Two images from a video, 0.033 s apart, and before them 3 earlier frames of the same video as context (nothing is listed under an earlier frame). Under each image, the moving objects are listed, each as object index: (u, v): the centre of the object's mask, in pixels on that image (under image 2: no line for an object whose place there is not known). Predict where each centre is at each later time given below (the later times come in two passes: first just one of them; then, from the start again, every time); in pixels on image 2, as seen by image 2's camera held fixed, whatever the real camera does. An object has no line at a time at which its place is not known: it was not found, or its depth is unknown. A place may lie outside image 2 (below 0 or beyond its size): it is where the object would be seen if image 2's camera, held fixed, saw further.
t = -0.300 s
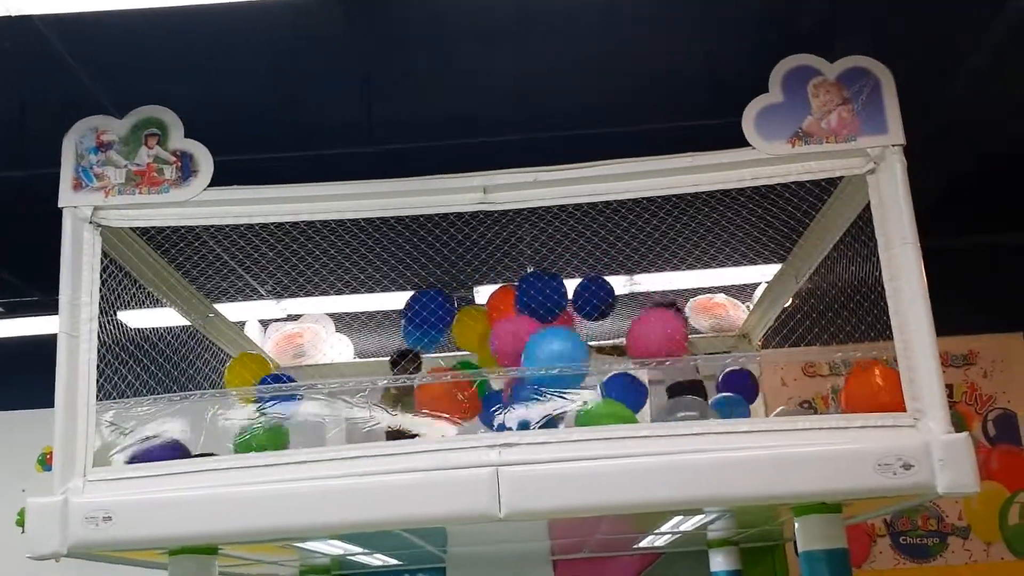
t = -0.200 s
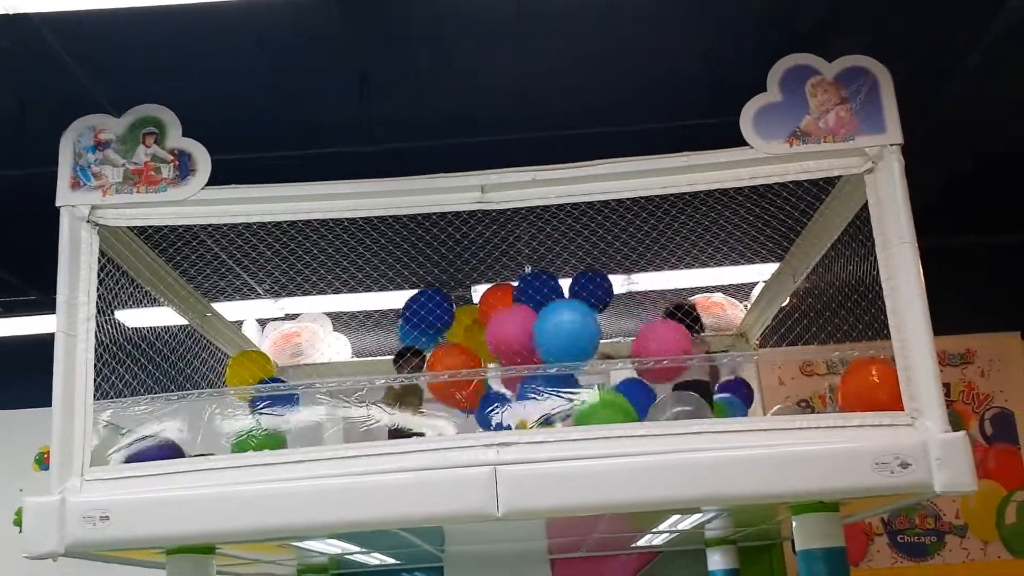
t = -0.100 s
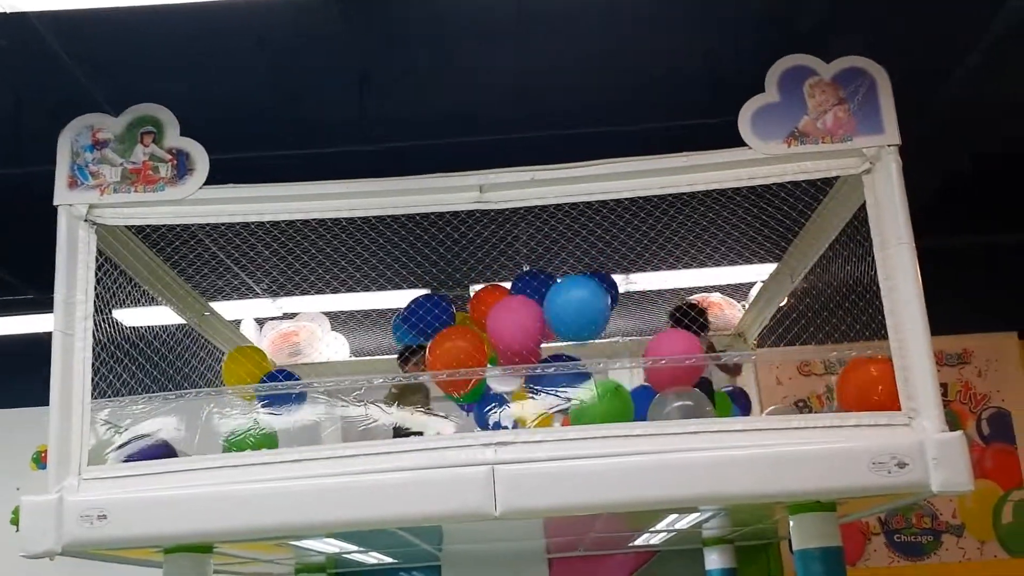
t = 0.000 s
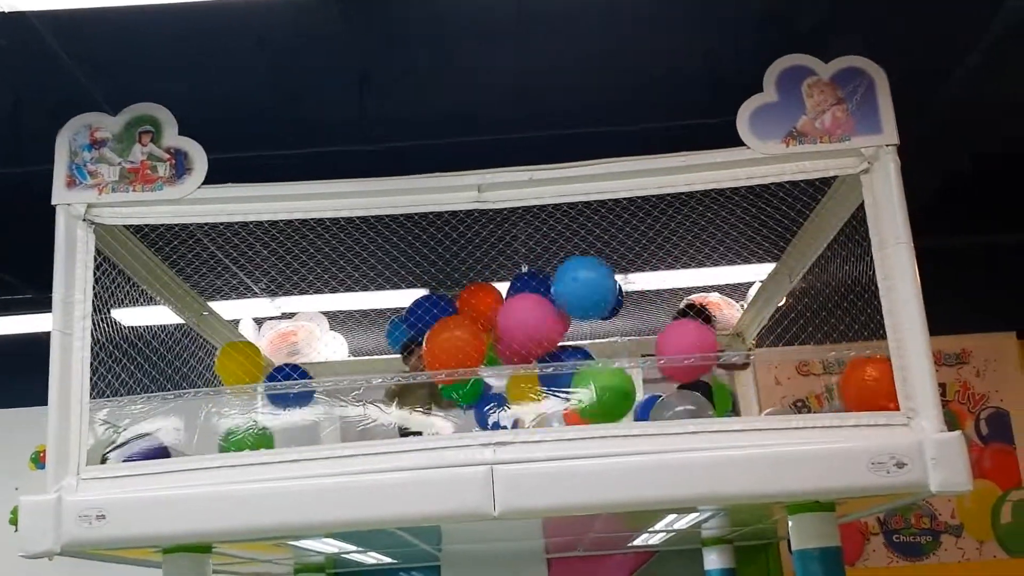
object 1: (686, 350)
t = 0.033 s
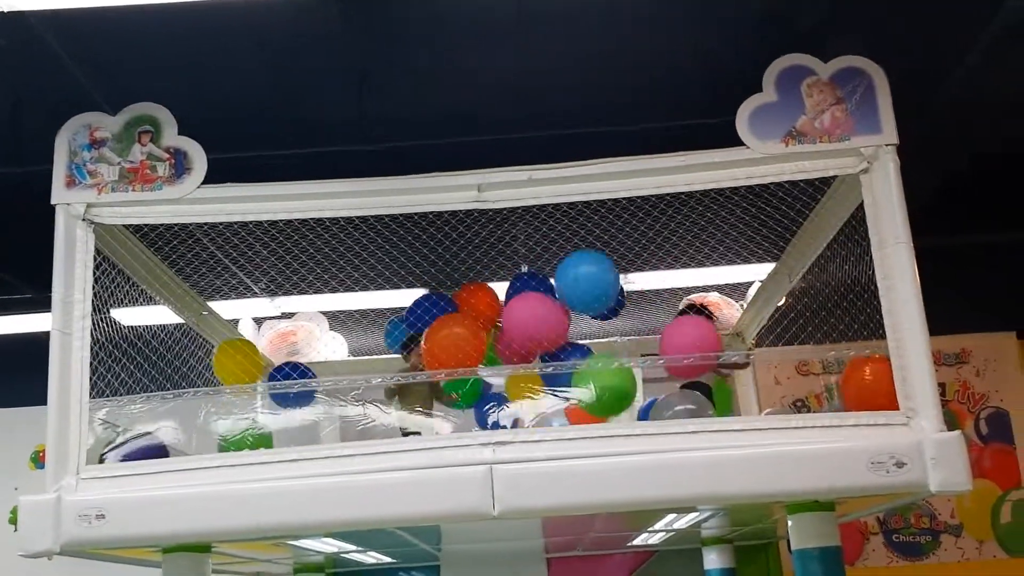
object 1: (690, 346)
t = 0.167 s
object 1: (709, 336)
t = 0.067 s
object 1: (695, 343)
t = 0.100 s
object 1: (700, 341)
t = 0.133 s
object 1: (705, 338)
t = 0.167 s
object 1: (709, 336)
